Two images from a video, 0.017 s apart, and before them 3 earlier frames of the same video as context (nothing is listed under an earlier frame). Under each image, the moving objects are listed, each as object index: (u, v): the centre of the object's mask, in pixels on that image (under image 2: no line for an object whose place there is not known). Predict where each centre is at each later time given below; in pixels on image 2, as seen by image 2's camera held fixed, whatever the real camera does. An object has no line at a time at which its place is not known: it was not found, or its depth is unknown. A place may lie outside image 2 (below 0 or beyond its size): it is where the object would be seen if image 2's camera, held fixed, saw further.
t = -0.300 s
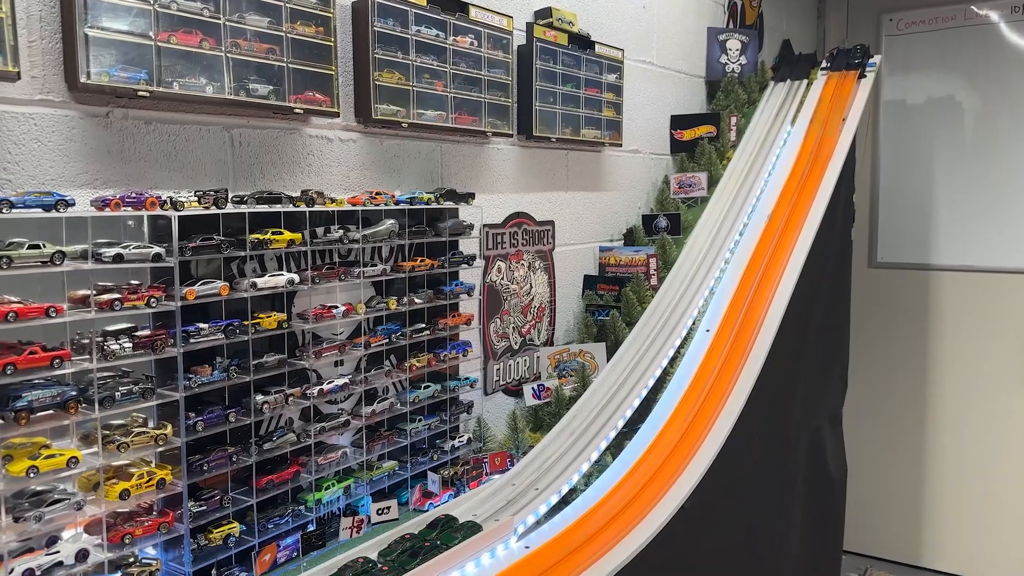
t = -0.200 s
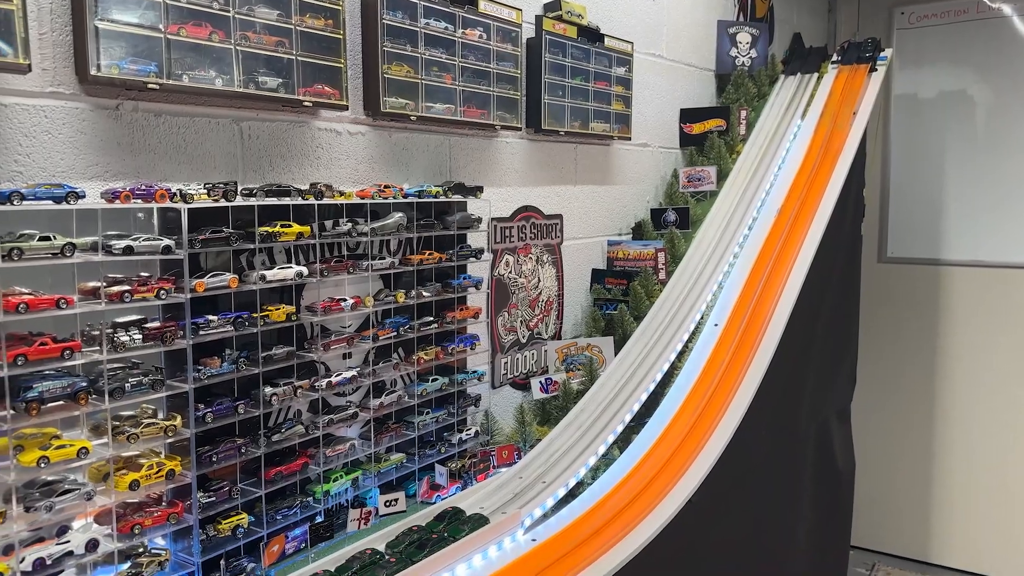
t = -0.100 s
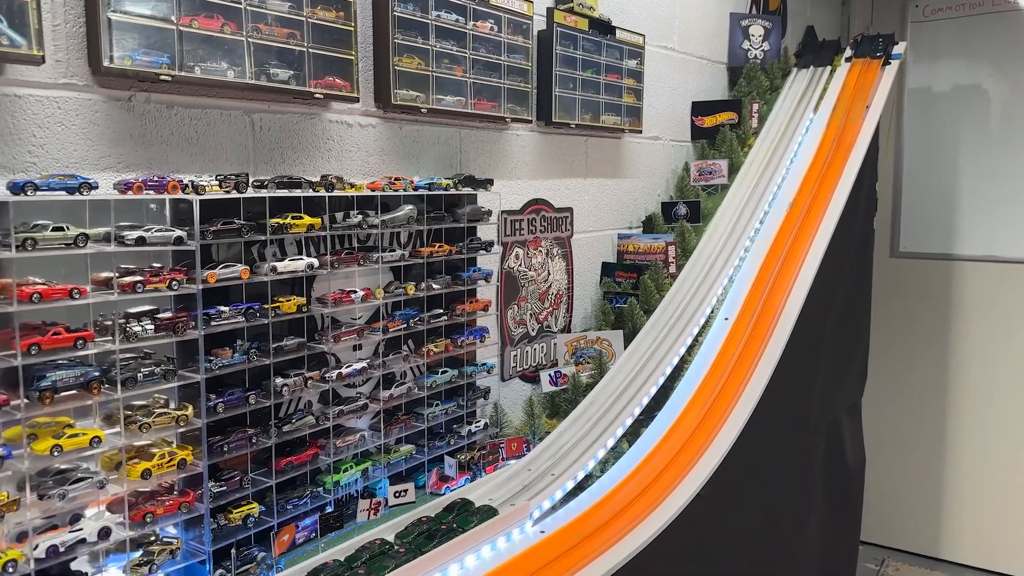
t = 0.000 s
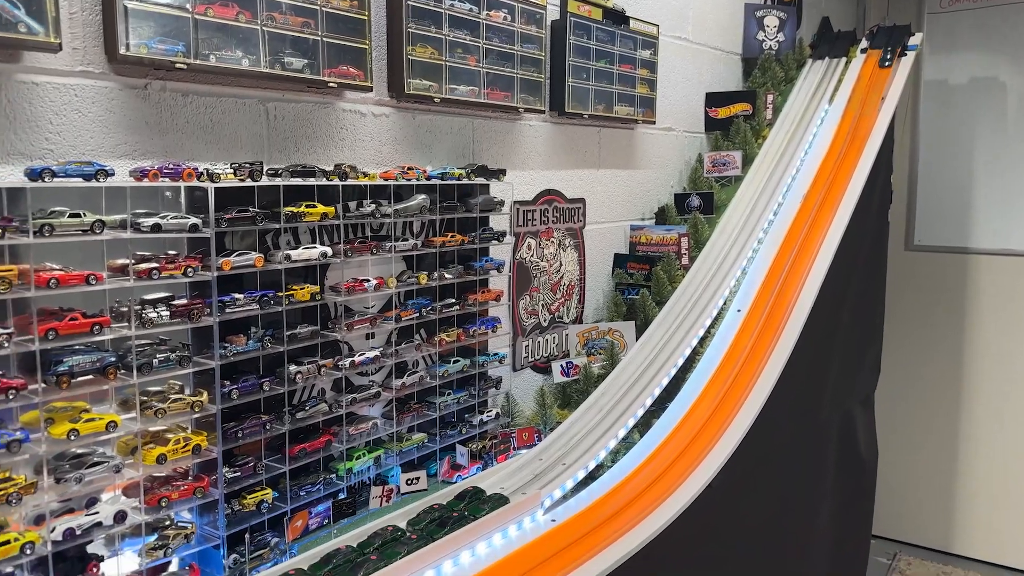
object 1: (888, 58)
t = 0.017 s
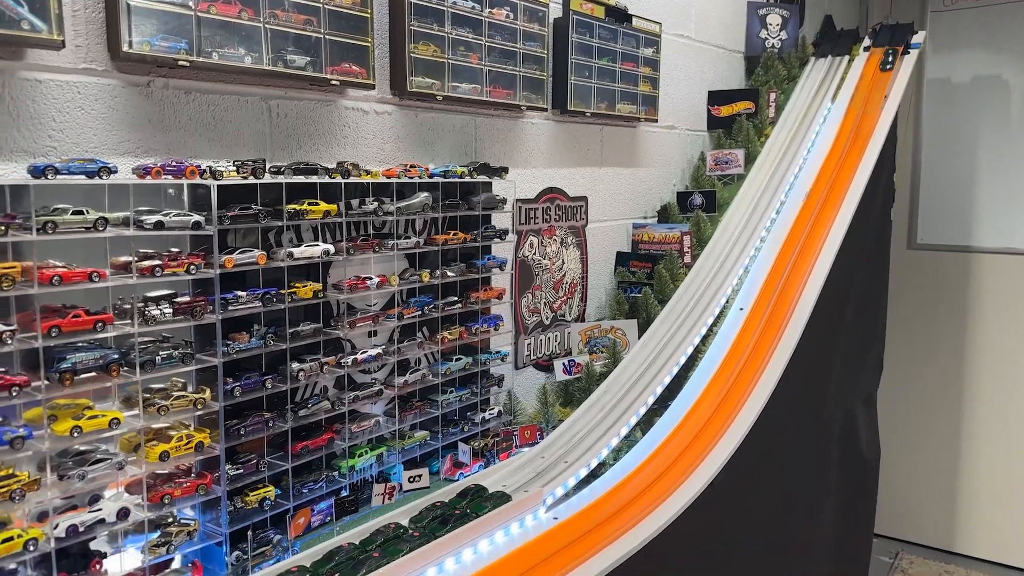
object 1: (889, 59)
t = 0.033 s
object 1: (887, 65)
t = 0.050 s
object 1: (885, 71)
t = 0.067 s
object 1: (882, 77)
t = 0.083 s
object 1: (880, 84)
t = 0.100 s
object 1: (876, 92)
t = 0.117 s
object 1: (873, 100)
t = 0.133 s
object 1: (870, 109)
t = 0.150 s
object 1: (866, 118)
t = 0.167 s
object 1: (863, 128)
